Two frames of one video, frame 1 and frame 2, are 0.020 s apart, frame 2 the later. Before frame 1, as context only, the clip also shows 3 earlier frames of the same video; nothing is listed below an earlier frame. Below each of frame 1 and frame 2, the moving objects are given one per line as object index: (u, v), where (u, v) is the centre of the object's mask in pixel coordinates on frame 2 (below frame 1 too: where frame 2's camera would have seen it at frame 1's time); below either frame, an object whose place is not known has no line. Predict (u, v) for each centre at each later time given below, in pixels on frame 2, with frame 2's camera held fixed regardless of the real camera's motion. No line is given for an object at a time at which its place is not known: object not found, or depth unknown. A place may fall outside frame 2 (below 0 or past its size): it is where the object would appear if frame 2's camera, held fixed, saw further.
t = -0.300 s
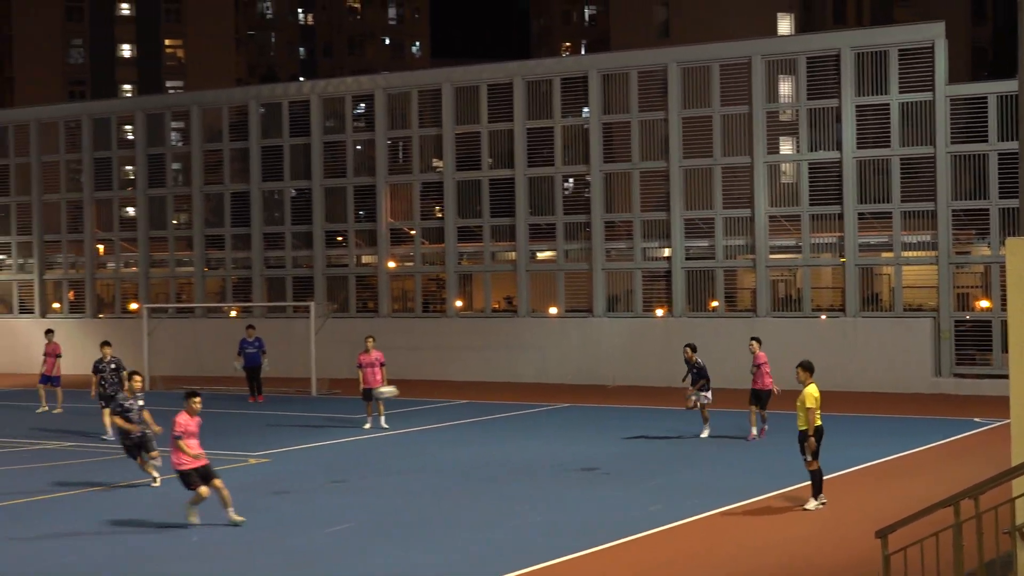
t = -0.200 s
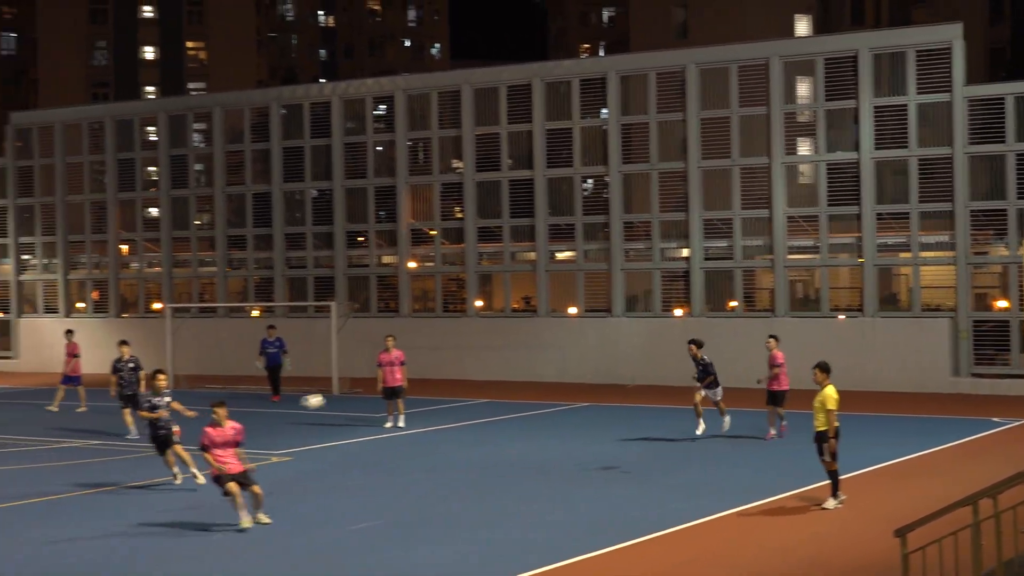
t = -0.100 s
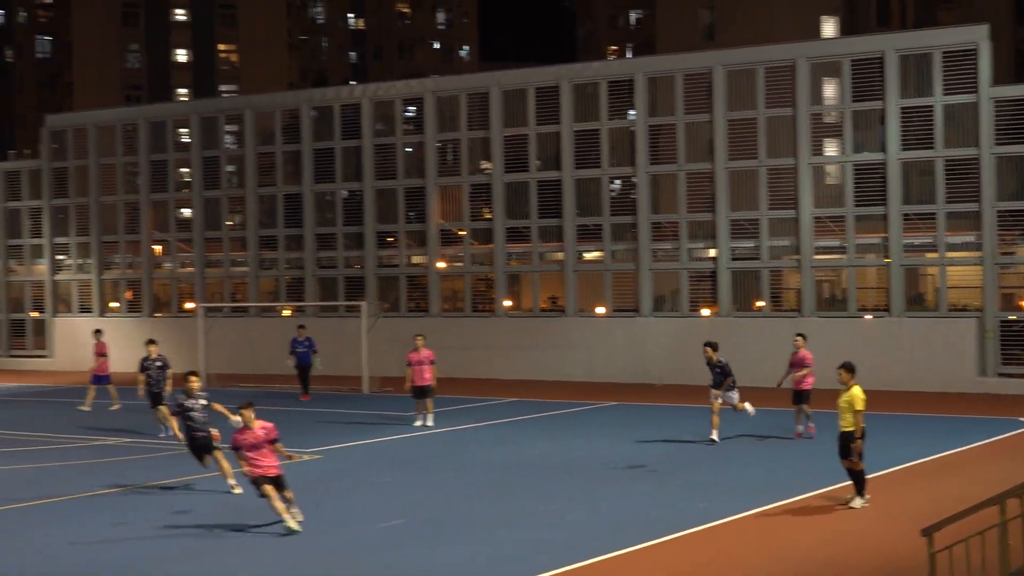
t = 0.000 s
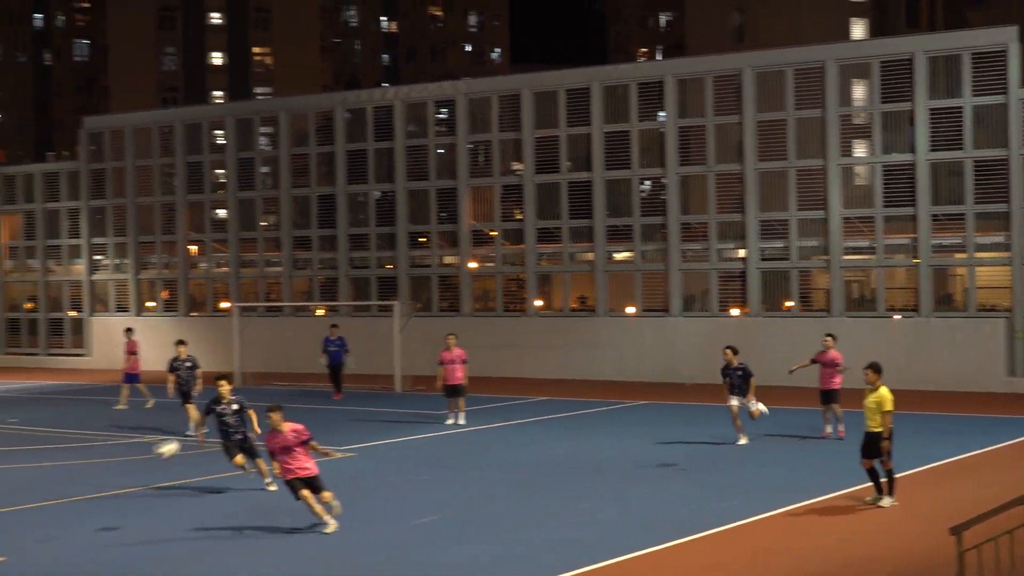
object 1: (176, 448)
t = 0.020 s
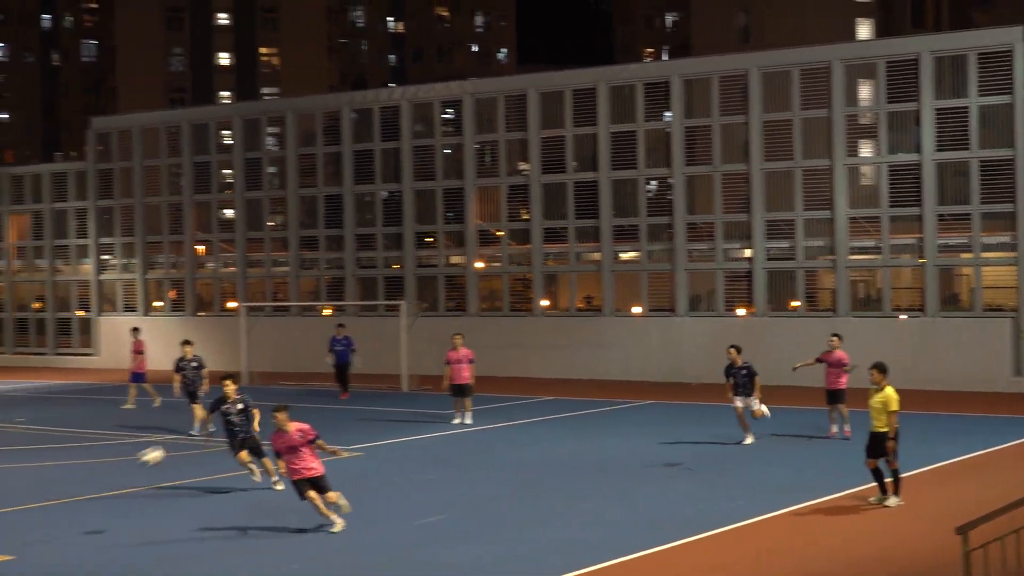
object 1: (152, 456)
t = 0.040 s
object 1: (126, 464)
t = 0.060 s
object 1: (99, 472)
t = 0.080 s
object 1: (73, 481)
